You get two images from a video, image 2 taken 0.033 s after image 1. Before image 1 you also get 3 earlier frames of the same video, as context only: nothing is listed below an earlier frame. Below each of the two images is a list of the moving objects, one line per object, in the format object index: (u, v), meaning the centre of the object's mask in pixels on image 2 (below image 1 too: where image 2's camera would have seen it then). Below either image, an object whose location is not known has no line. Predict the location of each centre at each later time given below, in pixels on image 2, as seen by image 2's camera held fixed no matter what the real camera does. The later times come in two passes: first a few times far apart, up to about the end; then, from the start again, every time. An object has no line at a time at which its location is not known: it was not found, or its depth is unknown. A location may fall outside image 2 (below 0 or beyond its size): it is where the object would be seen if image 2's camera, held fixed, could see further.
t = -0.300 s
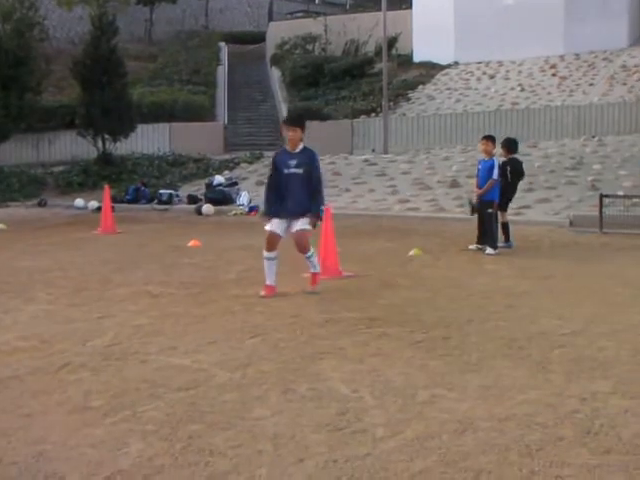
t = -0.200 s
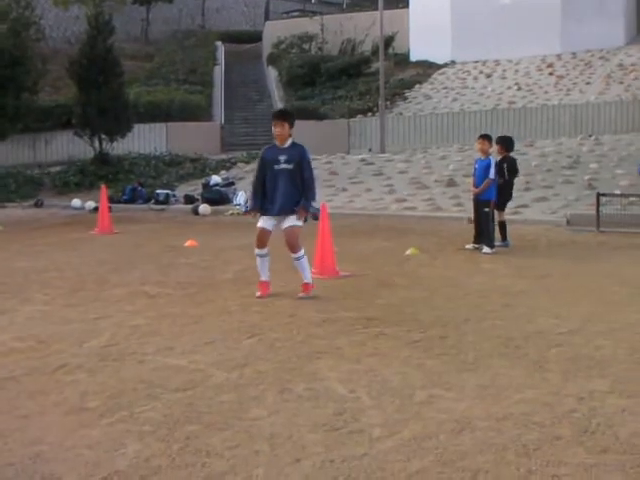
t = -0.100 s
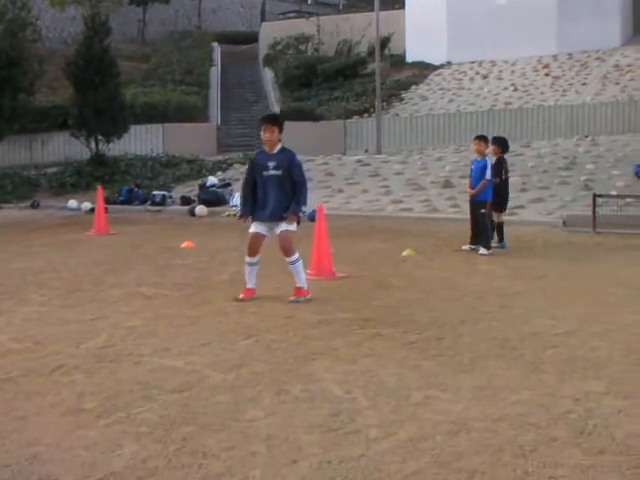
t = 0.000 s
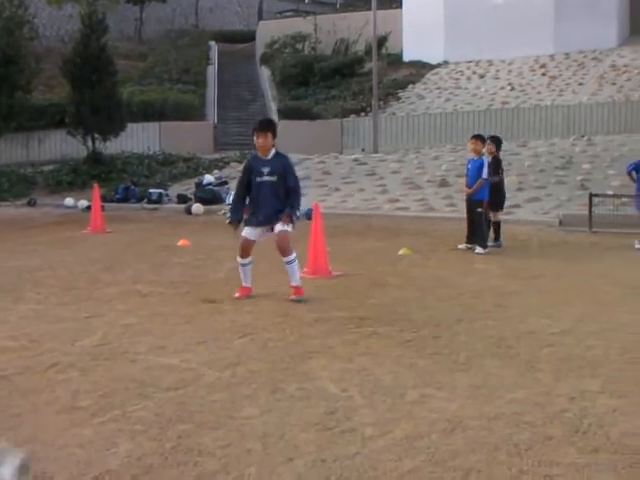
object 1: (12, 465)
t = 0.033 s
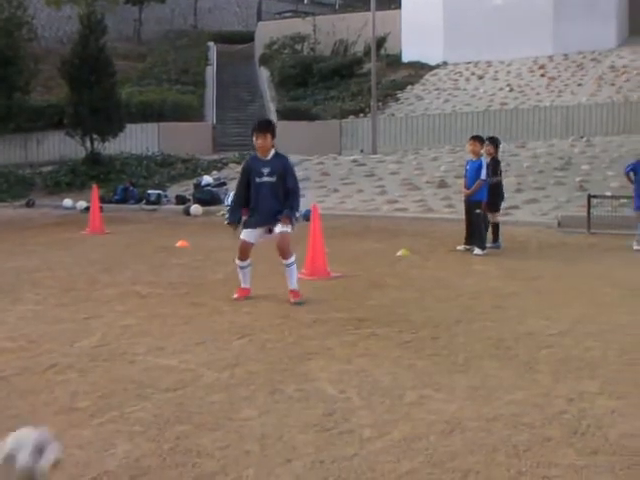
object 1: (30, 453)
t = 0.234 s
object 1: (161, 363)
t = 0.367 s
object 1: (213, 341)
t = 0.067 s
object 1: (63, 437)
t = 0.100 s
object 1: (90, 428)
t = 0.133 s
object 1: (113, 409)
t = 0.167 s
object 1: (130, 390)
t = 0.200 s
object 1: (147, 373)
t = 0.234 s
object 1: (161, 363)
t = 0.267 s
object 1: (175, 353)
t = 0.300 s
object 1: (188, 347)
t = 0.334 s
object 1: (201, 343)
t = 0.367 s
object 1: (213, 341)
